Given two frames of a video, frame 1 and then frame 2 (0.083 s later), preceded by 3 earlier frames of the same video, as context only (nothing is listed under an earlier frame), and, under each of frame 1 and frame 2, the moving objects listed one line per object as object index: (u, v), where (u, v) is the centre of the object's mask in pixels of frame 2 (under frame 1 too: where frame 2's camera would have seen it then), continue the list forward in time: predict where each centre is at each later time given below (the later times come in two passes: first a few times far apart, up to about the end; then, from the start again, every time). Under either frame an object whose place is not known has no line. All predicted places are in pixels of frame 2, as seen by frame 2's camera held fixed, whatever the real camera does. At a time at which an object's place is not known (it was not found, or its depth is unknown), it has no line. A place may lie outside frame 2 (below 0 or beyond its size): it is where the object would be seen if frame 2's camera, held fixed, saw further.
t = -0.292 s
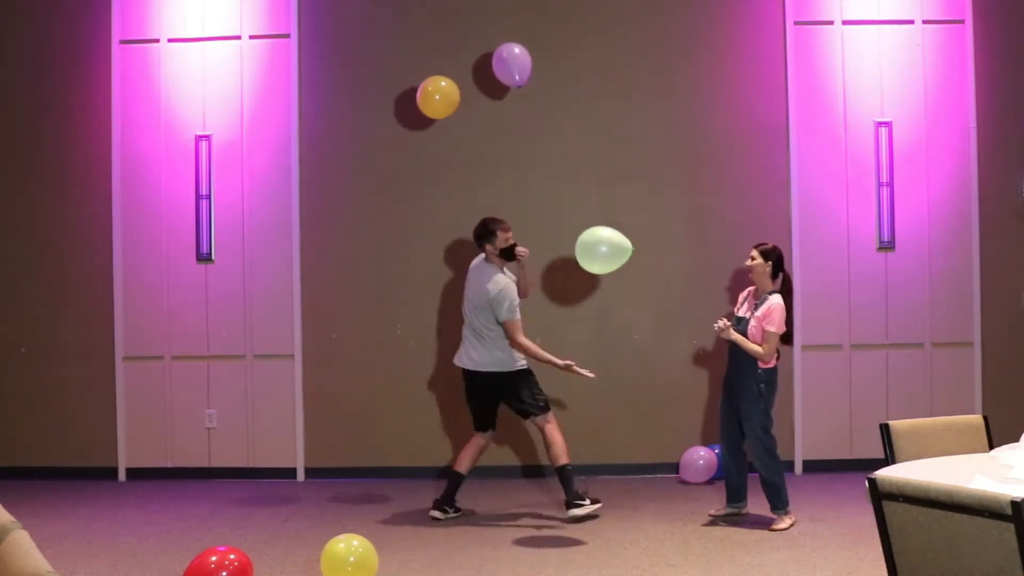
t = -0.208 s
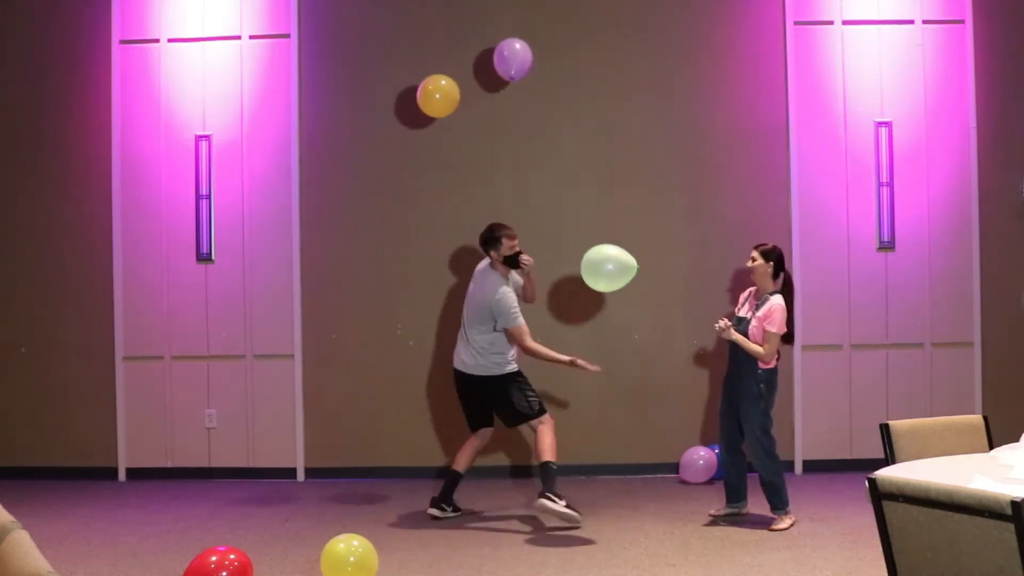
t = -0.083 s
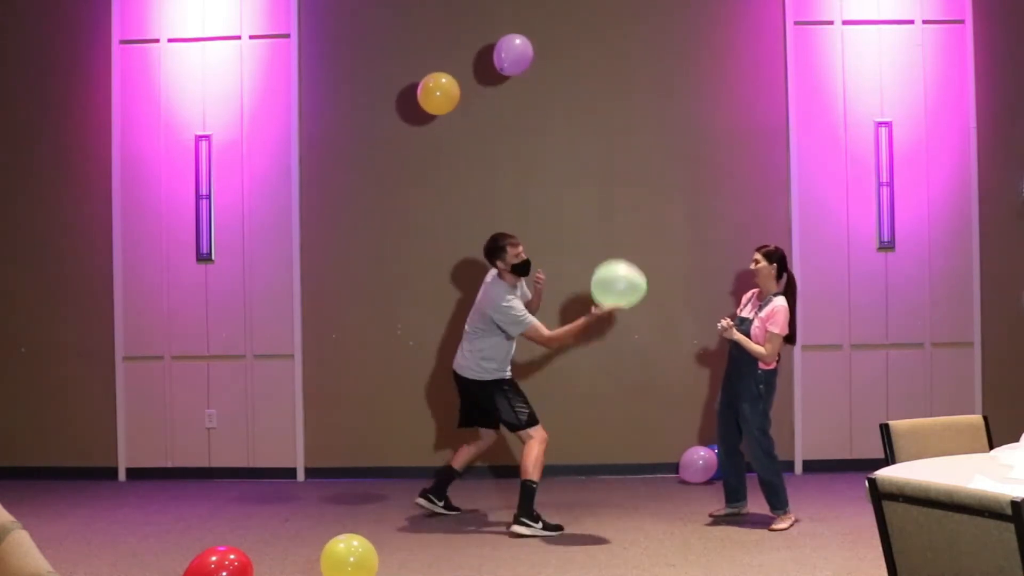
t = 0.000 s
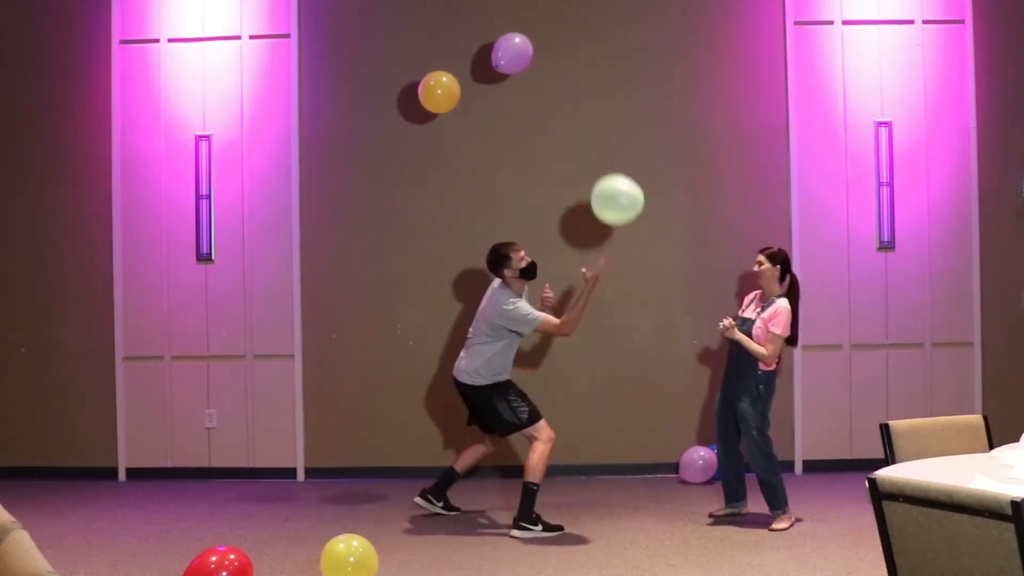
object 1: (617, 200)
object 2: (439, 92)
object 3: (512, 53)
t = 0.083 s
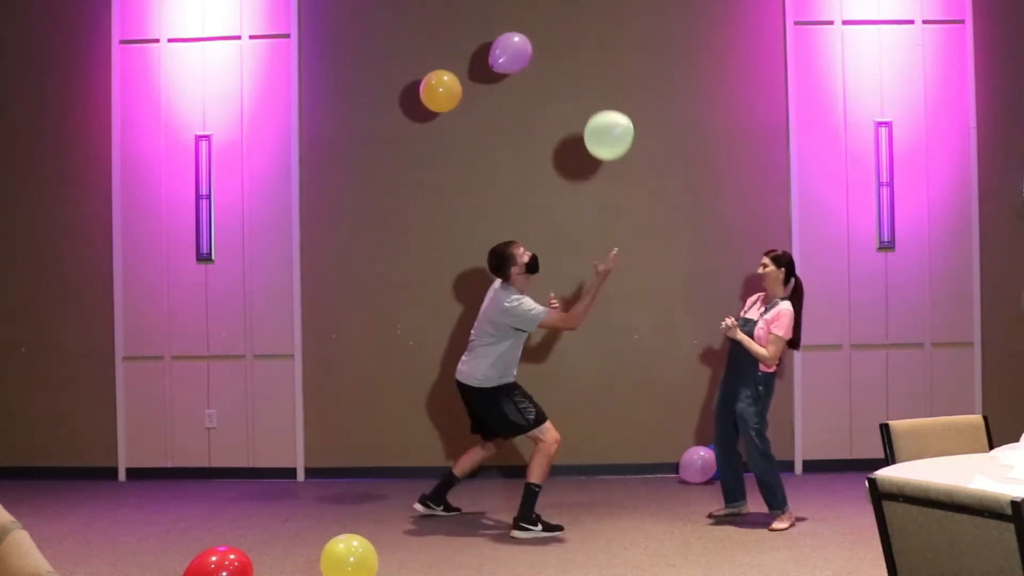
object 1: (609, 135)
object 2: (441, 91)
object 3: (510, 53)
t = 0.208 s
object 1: (591, 88)
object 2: (444, 91)
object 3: (506, 54)
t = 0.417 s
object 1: (583, 53)
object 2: (451, 98)
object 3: (497, 60)
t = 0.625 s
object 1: (582, 34)
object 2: (457, 112)
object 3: (488, 71)
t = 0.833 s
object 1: (584, 26)
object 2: (463, 131)
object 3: (481, 87)
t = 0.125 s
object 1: (602, 114)
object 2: (441, 91)
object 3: (509, 53)
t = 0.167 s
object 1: (596, 99)
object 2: (443, 91)
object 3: (508, 54)
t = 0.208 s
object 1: (591, 88)
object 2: (444, 91)
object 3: (506, 54)
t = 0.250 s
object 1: (588, 80)
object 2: (445, 91)
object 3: (505, 55)
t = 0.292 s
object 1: (586, 72)
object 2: (447, 92)
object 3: (503, 56)
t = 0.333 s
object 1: (585, 65)
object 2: (448, 94)
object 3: (501, 57)
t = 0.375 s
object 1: (584, 59)
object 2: (450, 95)
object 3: (499, 58)
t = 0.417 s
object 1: (583, 53)
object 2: (451, 98)
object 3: (497, 60)
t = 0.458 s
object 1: (583, 48)
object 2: (452, 100)
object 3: (495, 62)
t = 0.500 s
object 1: (582, 44)
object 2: (454, 103)
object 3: (493, 63)
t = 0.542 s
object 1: (582, 40)
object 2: (455, 106)
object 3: (491, 66)
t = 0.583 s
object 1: (582, 37)
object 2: (456, 109)
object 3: (489, 68)
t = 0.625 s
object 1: (582, 34)
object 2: (457, 112)
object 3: (488, 71)
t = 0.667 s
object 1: (582, 31)
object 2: (458, 116)
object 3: (486, 74)
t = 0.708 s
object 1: (582, 29)
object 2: (459, 119)
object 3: (485, 77)
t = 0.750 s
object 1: (583, 28)
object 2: (461, 123)
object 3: (483, 80)
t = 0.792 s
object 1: (583, 27)
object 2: (462, 127)
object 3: (482, 83)
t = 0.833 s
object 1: (584, 26)
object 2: (463, 131)
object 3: (481, 87)
